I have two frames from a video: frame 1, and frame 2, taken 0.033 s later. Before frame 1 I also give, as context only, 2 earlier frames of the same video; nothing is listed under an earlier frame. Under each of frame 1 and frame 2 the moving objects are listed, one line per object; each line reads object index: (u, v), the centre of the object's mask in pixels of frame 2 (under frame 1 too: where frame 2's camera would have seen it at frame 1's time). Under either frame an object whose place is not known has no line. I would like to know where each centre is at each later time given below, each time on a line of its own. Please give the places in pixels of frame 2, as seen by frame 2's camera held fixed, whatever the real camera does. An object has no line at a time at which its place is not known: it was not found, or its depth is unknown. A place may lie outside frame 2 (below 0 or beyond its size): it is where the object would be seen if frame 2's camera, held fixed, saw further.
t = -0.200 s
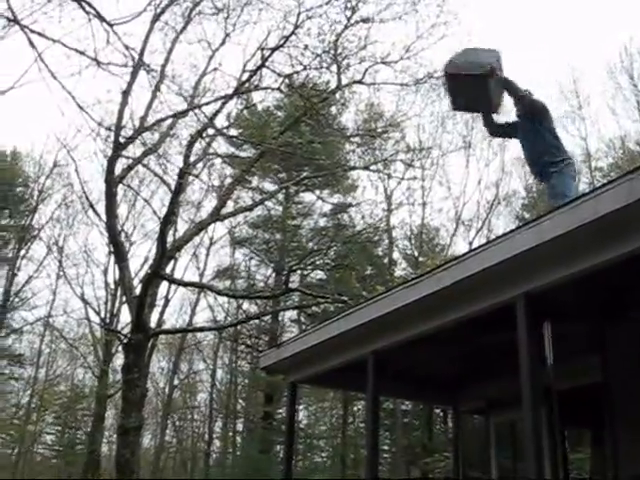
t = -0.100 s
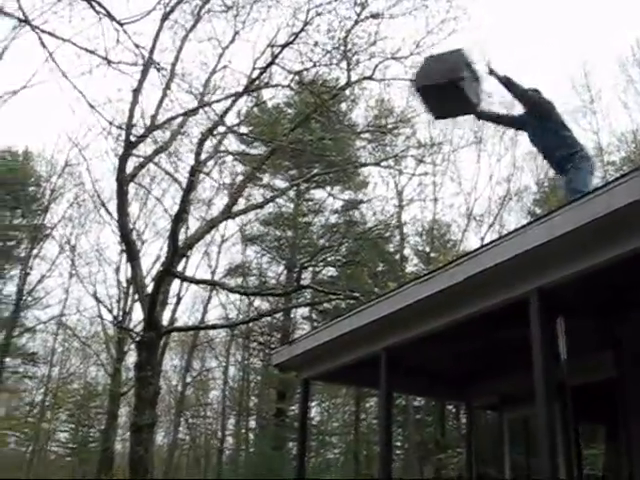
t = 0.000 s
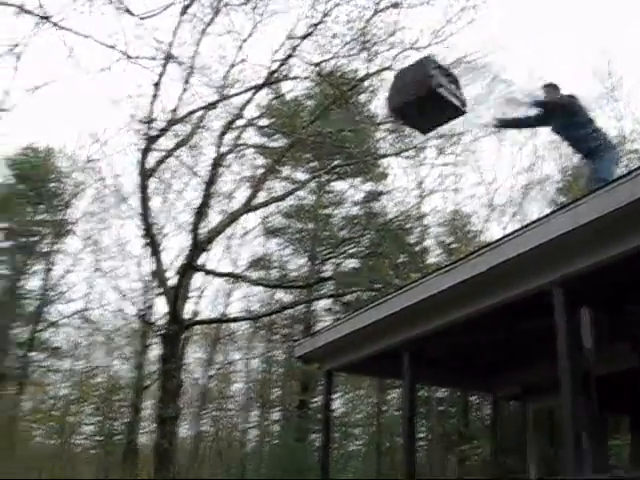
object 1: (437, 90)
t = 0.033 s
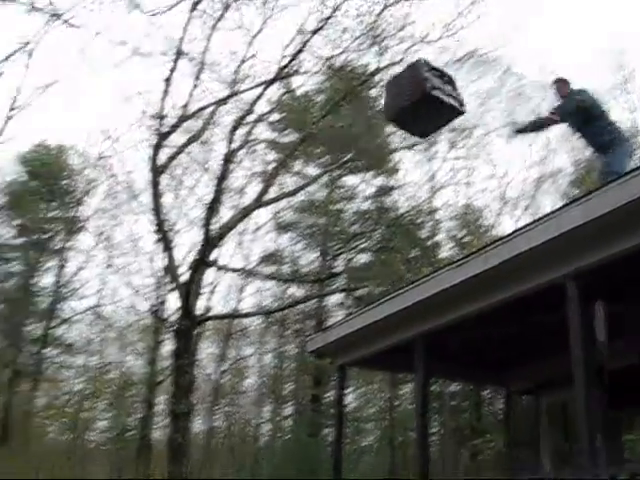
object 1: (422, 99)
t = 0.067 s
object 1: (407, 110)
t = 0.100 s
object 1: (391, 123)
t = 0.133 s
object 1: (373, 138)
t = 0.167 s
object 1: (359, 153)
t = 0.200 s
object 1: (343, 171)
